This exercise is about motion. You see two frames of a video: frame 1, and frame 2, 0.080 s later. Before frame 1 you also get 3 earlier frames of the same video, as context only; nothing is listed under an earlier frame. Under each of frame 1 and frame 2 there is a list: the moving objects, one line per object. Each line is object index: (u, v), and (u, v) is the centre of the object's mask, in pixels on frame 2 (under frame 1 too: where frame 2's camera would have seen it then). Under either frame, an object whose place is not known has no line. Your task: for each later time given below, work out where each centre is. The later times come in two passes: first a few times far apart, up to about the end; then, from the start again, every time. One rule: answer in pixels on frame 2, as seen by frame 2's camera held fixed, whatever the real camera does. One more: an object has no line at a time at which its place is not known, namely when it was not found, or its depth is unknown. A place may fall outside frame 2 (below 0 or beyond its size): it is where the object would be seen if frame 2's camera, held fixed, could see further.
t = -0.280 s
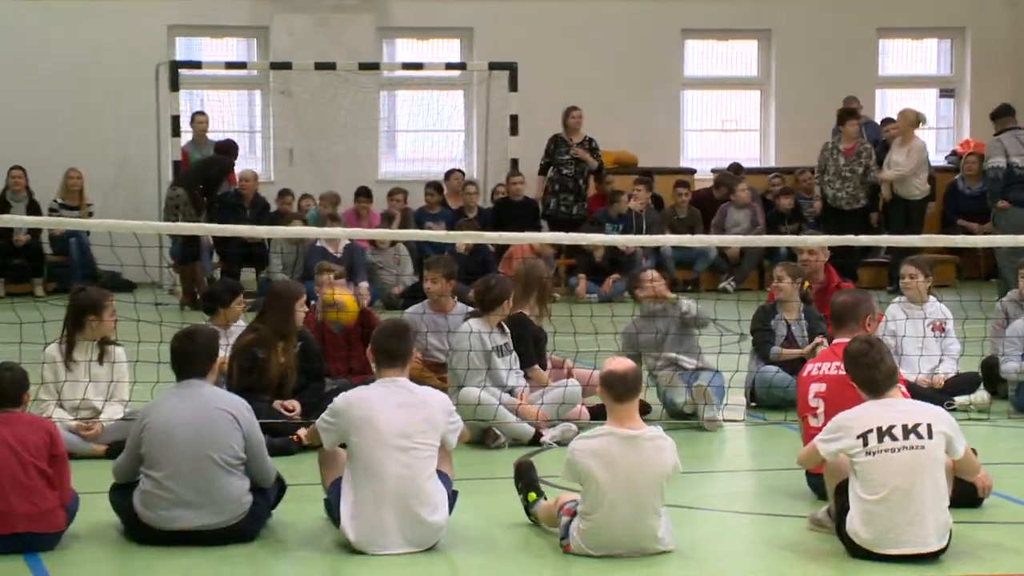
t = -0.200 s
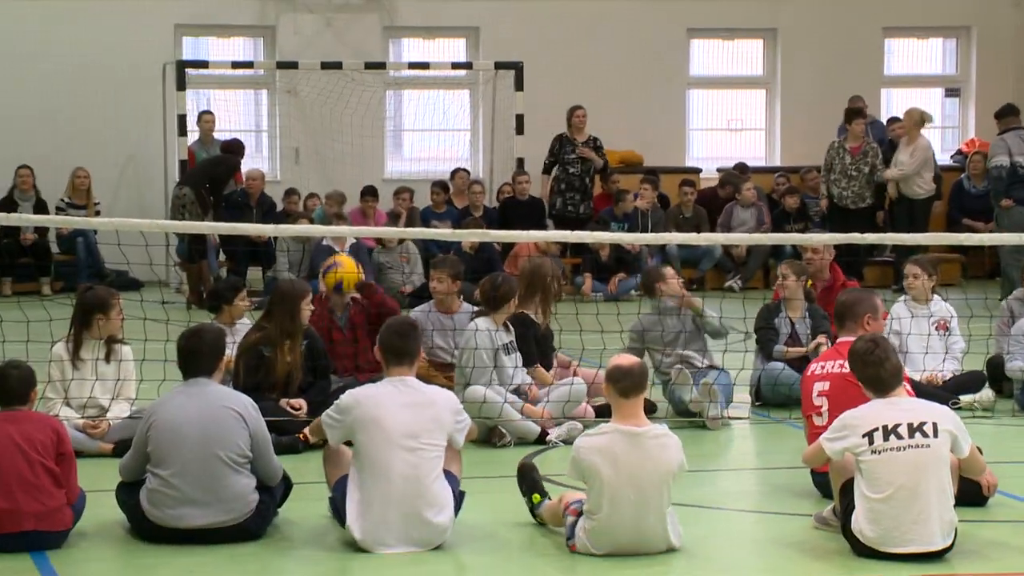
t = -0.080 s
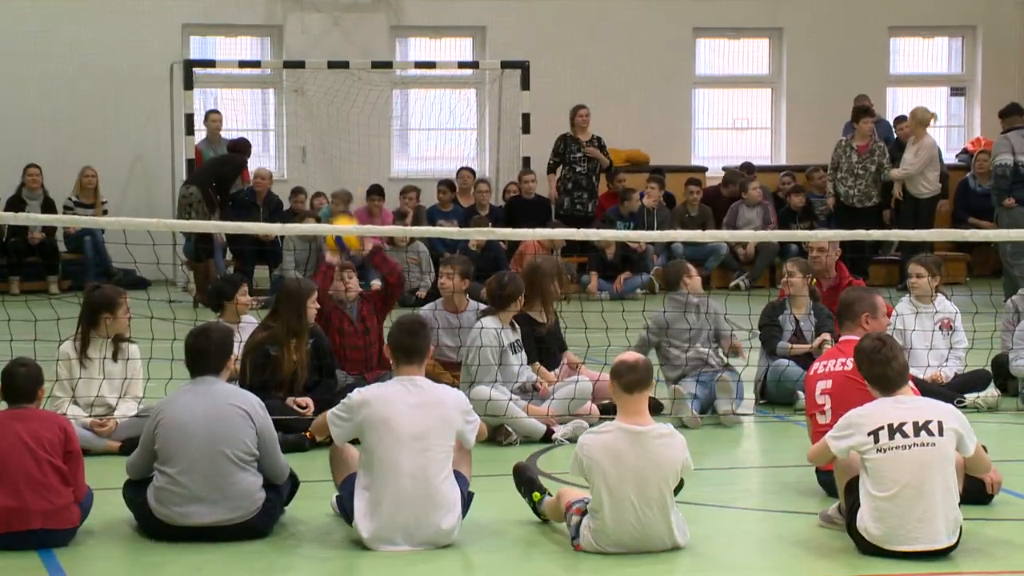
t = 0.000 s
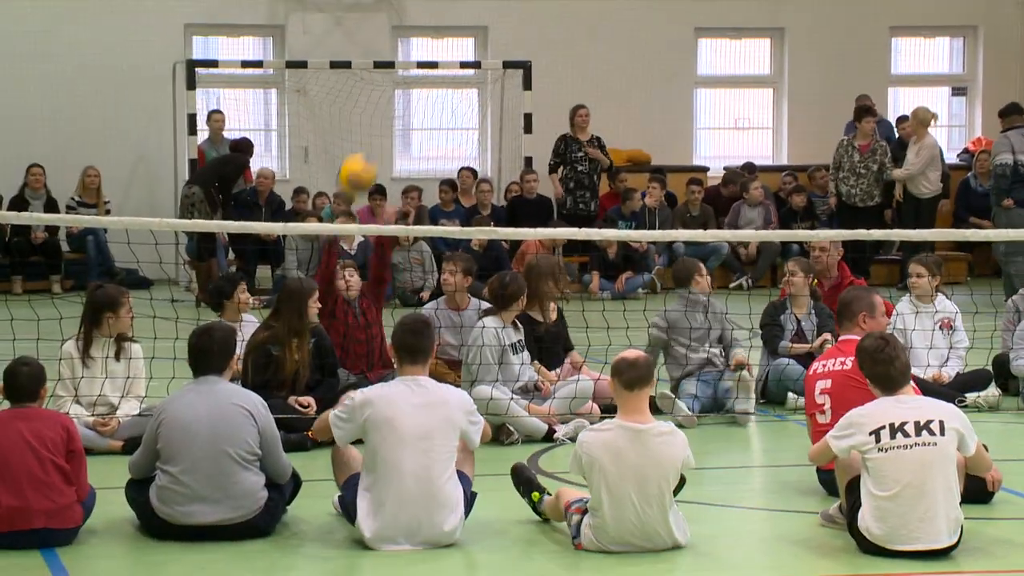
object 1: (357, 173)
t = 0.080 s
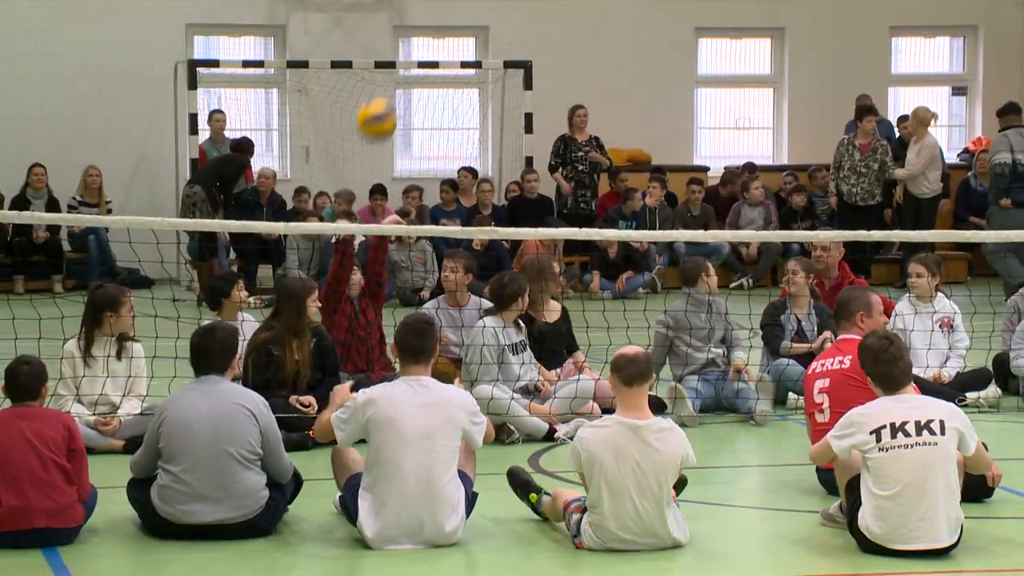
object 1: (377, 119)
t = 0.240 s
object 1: (417, 38)
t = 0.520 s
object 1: (492, 13)
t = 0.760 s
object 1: (565, 119)
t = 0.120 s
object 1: (387, 95)
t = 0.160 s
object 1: (396, 73)
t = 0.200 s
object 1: (406, 55)
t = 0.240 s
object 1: (417, 38)
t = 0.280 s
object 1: (429, 24)
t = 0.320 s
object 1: (439, 16)
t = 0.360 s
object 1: (449, 12)
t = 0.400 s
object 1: (459, 10)
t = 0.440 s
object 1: (470, 9)
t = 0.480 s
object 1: (480, 10)
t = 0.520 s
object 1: (492, 13)
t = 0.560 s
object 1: (503, 18)
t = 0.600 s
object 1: (514, 29)
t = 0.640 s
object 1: (527, 45)
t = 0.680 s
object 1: (538, 65)
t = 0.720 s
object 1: (551, 89)
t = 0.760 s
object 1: (565, 119)
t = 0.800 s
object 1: (578, 152)
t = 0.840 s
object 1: (591, 189)
